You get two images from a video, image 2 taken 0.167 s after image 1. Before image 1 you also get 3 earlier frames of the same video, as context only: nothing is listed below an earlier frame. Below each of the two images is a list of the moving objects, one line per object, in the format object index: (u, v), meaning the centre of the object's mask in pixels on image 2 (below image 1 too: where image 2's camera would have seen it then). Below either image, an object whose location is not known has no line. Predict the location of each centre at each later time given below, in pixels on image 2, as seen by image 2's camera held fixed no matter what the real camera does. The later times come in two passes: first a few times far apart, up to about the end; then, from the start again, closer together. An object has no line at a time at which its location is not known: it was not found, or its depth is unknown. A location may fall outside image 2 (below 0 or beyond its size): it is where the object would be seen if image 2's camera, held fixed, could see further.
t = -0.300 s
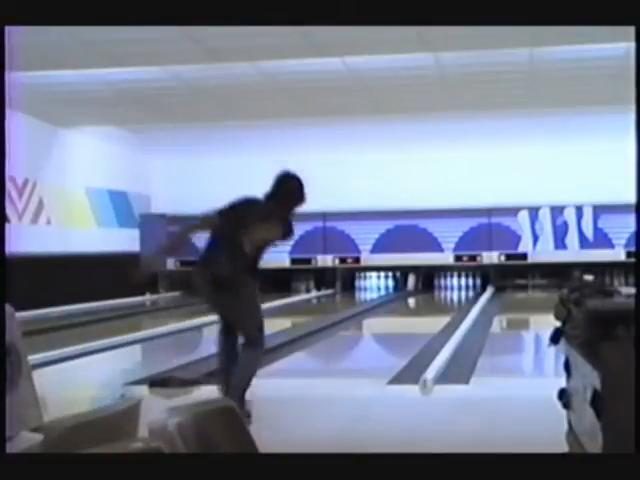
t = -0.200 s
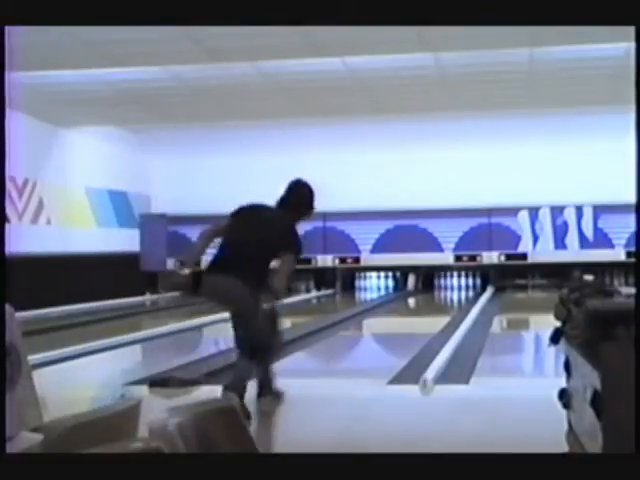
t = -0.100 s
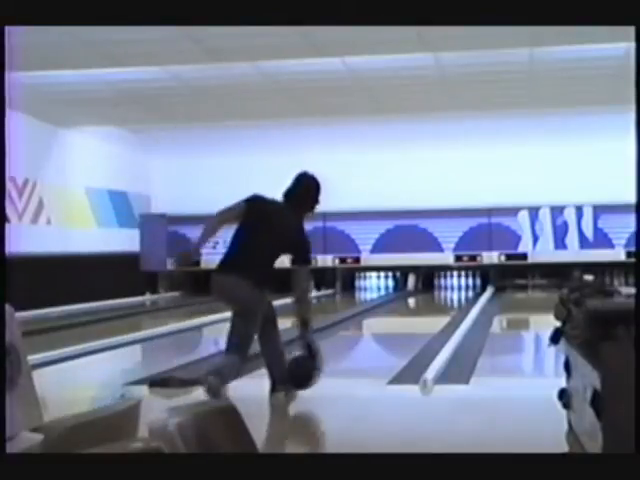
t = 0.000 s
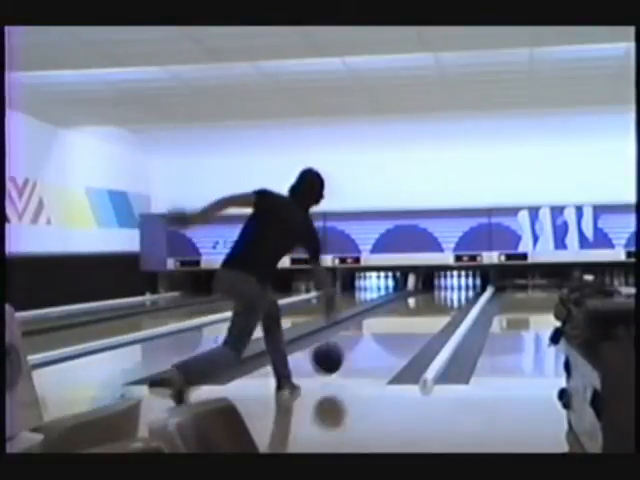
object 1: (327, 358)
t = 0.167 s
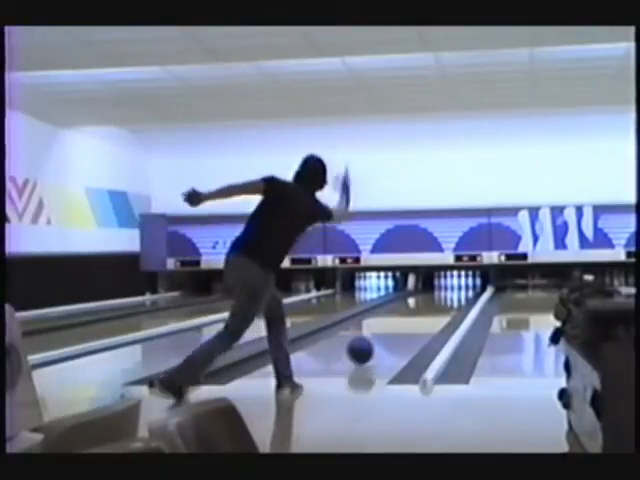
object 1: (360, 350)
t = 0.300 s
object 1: (380, 341)
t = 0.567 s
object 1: (408, 325)
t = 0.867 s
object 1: (428, 315)
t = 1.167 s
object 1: (443, 304)
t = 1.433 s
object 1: (450, 298)
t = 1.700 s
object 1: (456, 293)
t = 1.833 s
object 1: (457, 291)
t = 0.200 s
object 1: (365, 348)
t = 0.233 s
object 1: (371, 346)
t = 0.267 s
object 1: (375, 343)
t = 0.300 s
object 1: (380, 341)
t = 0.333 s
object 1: (384, 338)
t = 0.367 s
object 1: (388, 336)
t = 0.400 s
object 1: (391, 334)
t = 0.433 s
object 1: (395, 332)
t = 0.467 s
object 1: (399, 330)
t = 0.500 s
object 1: (402, 329)
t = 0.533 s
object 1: (405, 327)
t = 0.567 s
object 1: (408, 325)
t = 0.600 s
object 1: (410, 324)
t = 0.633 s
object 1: (413, 322)
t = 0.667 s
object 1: (415, 321)
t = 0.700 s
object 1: (418, 320)
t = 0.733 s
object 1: (420, 318)
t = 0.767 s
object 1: (422, 318)
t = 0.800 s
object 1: (424, 317)
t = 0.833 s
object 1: (426, 315)
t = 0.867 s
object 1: (428, 315)
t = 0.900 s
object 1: (430, 314)
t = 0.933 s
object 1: (432, 312)
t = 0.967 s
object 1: (433, 312)
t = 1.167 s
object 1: (443, 304)
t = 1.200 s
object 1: (444, 303)
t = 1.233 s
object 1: (445, 302)
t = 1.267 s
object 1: (445, 301)
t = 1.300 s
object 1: (446, 300)
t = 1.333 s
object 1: (447, 300)
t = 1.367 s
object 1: (448, 299)
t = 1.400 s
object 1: (448, 299)
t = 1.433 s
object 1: (450, 298)
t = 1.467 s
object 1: (451, 297)
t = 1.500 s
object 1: (451, 296)
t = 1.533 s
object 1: (452, 295)
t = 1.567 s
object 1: (453, 295)
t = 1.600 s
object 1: (454, 295)
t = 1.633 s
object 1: (454, 294)
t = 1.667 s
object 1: (456, 294)
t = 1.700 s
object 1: (456, 293)
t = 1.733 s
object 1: (456, 292)
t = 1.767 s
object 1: (456, 291)
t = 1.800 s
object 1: (456, 291)
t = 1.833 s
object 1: (457, 291)
